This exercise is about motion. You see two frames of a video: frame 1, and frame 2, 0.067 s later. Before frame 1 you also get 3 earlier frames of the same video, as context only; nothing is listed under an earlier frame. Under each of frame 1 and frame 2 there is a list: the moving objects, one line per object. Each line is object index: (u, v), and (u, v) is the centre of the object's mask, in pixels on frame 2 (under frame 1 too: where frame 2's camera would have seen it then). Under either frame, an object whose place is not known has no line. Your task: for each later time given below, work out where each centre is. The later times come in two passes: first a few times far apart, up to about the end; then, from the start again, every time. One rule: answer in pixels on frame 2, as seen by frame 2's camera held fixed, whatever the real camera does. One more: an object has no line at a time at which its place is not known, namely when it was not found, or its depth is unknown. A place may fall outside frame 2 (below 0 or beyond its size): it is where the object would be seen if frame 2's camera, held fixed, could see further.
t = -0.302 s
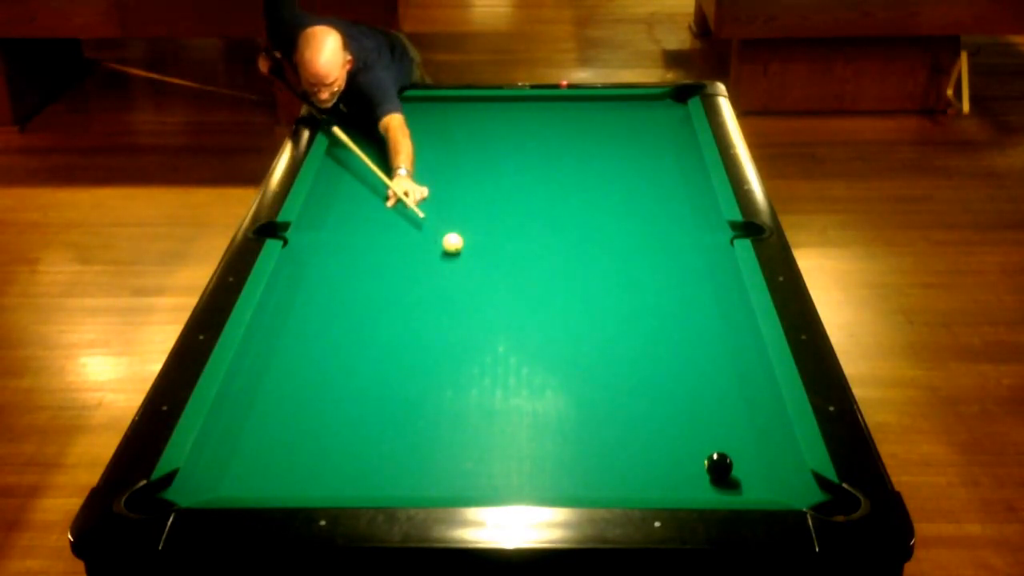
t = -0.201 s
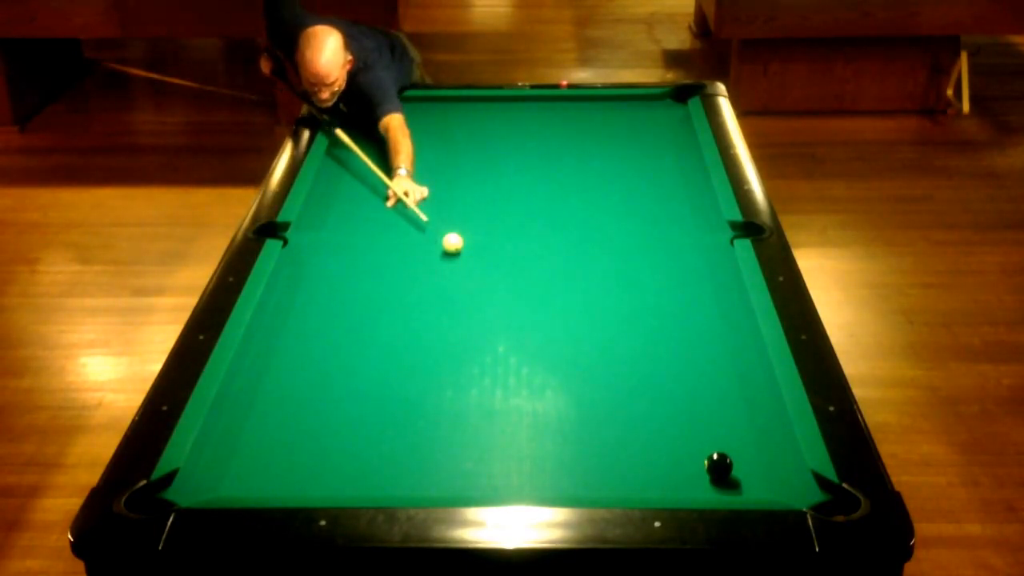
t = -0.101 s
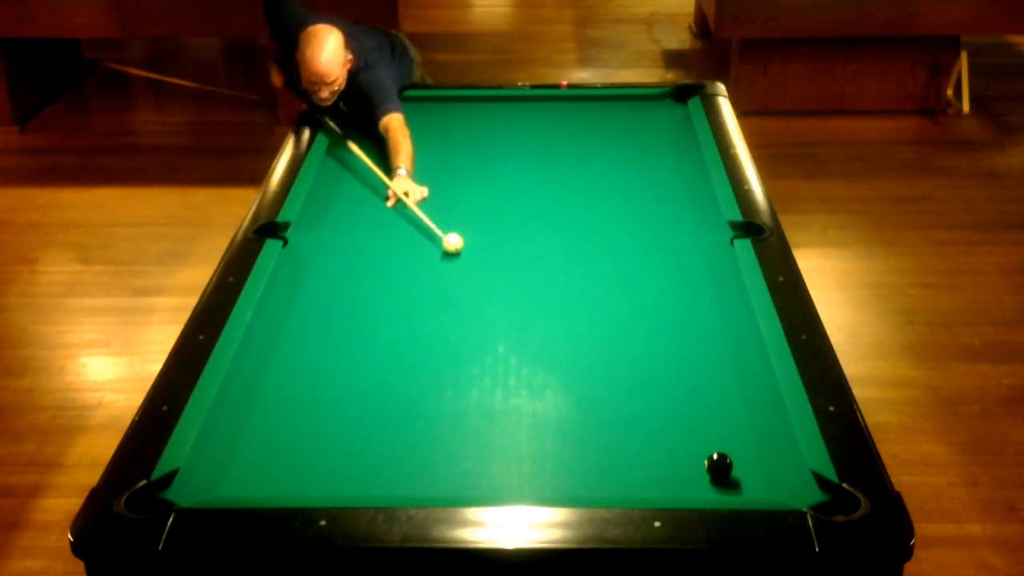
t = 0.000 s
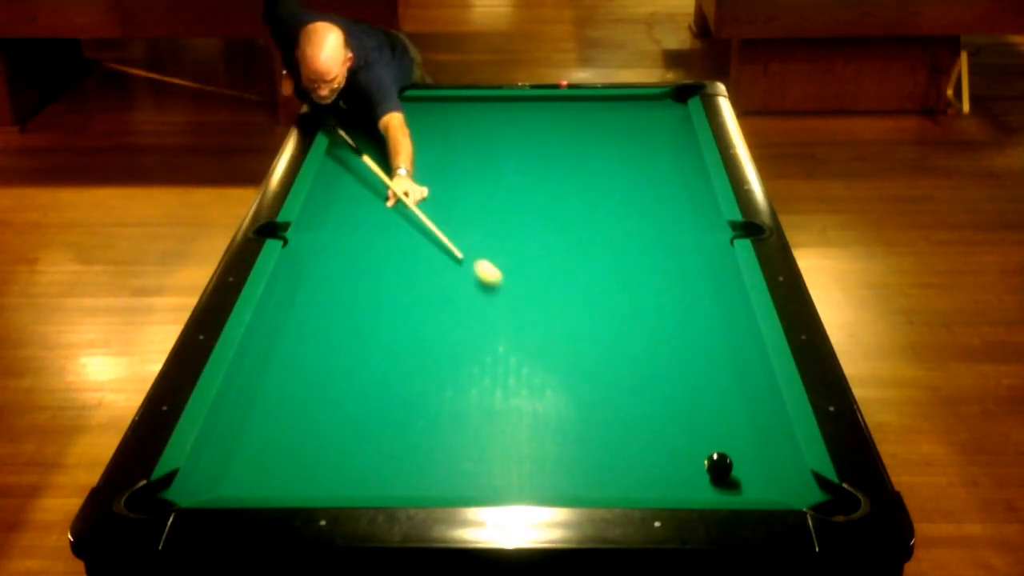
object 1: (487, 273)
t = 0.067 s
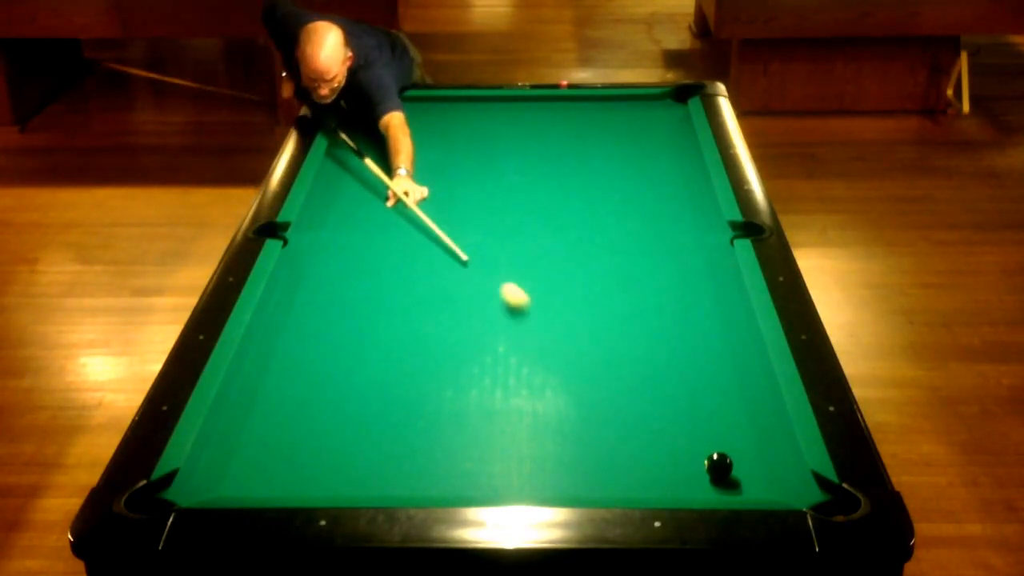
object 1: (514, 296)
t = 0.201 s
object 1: (567, 342)
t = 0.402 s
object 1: (645, 412)
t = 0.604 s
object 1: (680, 474)
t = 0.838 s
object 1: (647, 461)
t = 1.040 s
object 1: (620, 438)
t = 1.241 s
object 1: (594, 418)
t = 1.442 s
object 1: (571, 399)
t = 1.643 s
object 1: (550, 382)
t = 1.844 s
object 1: (531, 367)
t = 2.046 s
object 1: (512, 351)
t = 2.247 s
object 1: (496, 338)
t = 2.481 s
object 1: (478, 324)
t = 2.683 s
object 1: (464, 312)
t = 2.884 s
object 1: (452, 302)
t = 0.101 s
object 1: (527, 308)
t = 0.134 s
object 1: (541, 320)
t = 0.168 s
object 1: (554, 331)
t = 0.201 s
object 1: (567, 342)
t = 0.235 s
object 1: (579, 354)
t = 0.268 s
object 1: (592, 365)
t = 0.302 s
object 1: (605, 376)
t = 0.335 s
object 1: (617, 387)
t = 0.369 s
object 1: (631, 399)
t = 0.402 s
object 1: (645, 412)
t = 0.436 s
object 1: (660, 424)
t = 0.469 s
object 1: (675, 438)
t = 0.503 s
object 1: (689, 451)
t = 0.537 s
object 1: (688, 460)
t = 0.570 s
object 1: (683, 467)
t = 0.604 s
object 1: (680, 474)
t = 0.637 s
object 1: (679, 482)
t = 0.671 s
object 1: (674, 483)
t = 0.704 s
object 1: (668, 478)
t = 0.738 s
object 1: (663, 473)
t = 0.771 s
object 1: (658, 469)
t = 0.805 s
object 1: (653, 465)
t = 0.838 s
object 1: (647, 461)
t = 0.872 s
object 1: (643, 457)
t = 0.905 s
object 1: (638, 453)
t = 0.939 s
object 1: (633, 449)
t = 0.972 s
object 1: (629, 445)
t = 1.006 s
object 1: (624, 442)
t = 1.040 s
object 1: (620, 438)
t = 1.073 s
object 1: (616, 434)
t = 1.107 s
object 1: (611, 431)
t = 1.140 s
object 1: (607, 428)
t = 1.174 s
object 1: (603, 424)
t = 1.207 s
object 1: (598, 420)
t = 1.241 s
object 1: (594, 418)
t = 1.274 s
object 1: (590, 414)
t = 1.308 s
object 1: (587, 411)
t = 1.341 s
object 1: (583, 408)
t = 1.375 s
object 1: (579, 405)
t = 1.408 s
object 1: (575, 401)
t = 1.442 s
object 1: (571, 399)
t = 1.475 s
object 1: (568, 395)
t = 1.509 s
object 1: (564, 393)
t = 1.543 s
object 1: (561, 390)
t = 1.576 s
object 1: (557, 387)
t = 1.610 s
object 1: (553, 384)
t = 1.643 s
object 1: (550, 382)
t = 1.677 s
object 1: (547, 379)
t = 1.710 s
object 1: (544, 377)
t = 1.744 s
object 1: (540, 374)
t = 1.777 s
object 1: (537, 372)
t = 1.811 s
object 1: (534, 369)
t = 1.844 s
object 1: (531, 367)
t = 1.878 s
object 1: (527, 364)
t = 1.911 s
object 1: (524, 362)
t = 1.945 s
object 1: (521, 359)
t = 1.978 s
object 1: (518, 356)
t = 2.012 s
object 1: (515, 354)
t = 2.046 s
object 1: (512, 351)
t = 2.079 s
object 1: (509, 349)
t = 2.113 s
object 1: (507, 347)
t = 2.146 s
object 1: (504, 345)
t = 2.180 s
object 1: (501, 342)
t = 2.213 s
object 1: (498, 340)
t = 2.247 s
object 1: (496, 338)
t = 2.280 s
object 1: (493, 336)
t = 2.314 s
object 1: (490, 334)
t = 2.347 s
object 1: (488, 332)
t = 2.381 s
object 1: (486, 330)
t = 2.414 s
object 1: (483, 327)
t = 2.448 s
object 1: (481, 326)
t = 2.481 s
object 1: (478, 324)
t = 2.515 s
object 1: (476, 322)
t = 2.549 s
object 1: (473, 319)
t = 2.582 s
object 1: (471, 318)
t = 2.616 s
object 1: (469, 316)
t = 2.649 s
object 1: (467, 314)
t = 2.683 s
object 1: (464, 312)
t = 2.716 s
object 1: (462, 310)
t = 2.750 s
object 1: (460, 309)
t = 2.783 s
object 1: (458, 307)
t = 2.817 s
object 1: (456, 305)
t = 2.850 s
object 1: (454, 304)
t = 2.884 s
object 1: (452, 302)
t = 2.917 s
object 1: (450, 300)
